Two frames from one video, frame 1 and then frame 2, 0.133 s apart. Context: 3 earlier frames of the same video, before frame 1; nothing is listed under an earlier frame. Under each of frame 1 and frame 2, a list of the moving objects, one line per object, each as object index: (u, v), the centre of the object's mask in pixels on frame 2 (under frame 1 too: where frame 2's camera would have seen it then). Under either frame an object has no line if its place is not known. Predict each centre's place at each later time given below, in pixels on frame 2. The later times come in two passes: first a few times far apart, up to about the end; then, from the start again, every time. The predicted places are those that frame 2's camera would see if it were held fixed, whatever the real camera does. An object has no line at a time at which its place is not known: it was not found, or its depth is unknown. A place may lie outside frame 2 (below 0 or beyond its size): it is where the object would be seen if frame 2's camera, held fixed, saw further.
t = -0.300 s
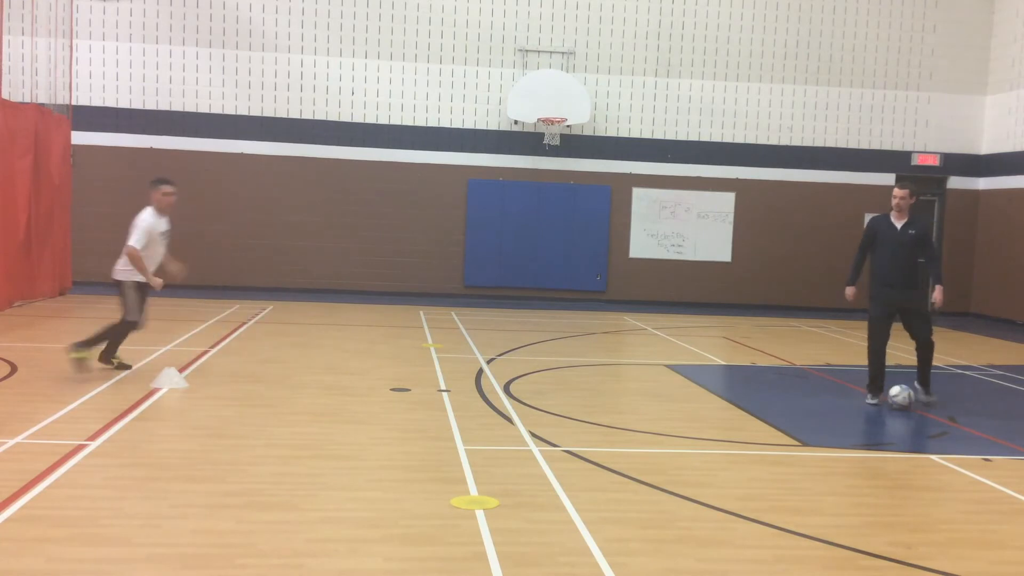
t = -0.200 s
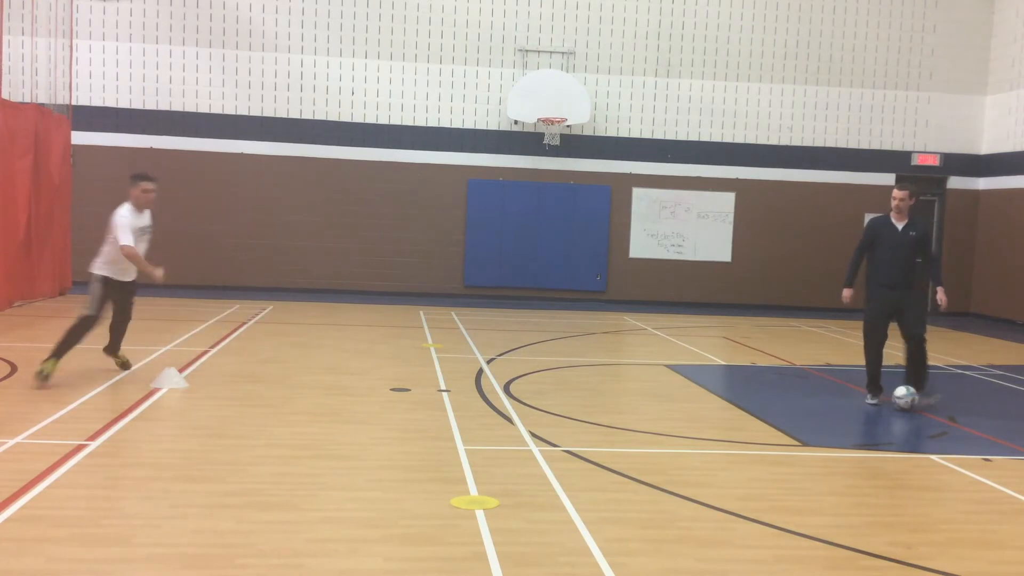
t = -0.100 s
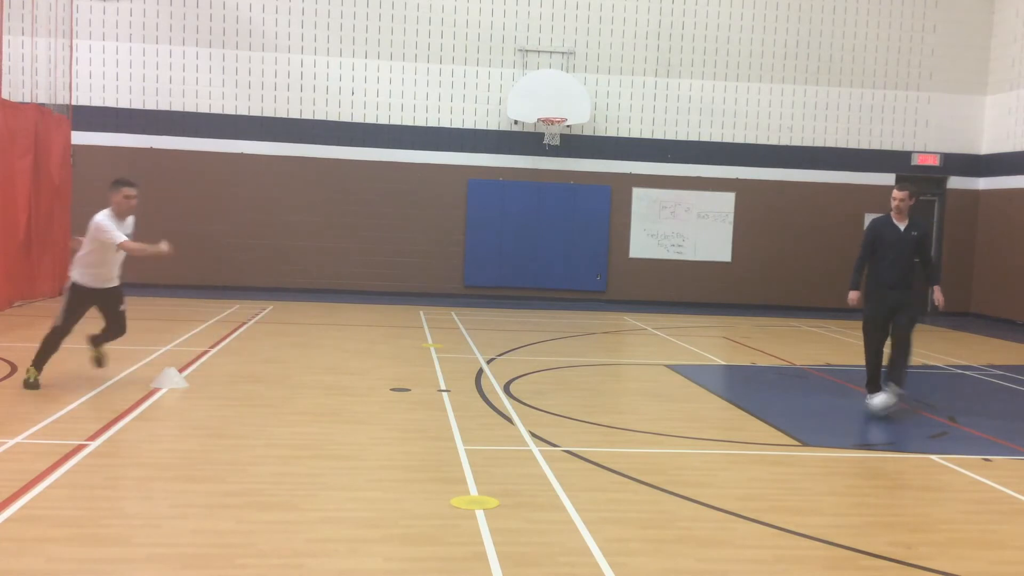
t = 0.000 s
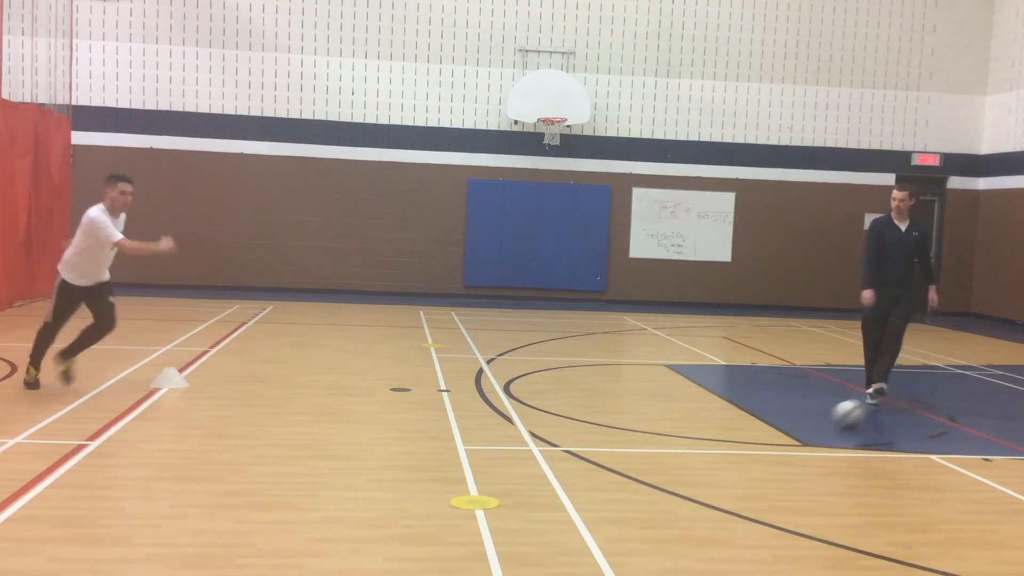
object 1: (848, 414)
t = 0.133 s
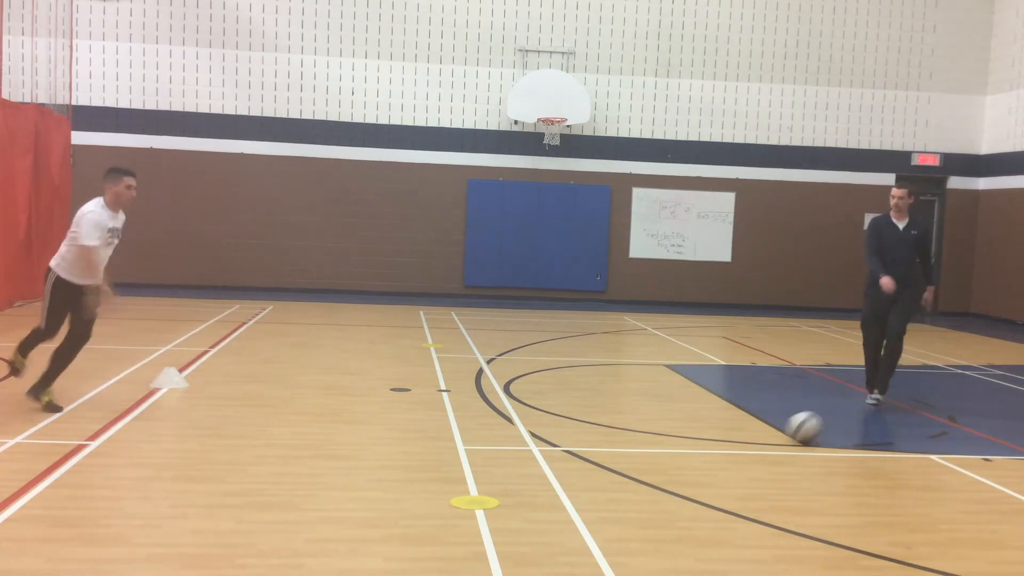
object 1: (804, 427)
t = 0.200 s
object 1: (783, 432)
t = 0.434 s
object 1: (701, 457)
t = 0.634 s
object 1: (621, 480)
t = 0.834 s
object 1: (519, 508)
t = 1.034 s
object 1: (392, 549)
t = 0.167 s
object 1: (793, 430)
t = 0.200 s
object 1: (783, 432)
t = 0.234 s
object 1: (771, 436)
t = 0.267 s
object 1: (760, 440)
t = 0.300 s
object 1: (748, 444)
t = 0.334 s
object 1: (737, 446)
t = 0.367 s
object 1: (726, 450)
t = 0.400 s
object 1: (714, 453)
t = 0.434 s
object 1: (701, 457)
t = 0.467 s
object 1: (689, 460)
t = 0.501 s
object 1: (677, 465)
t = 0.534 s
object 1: (664, 469)
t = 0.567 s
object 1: (650, 472)
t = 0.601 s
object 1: (635, 478)
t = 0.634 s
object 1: (621, 480)
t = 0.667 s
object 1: (606, 486)
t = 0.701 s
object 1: (590, 490)
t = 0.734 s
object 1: (572, 494)
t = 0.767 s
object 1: (556, 500)
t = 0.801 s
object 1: (538, 506)
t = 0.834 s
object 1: (519, 508)
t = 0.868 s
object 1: (503, 513)
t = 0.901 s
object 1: (479, 522)
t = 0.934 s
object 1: (459, 530)
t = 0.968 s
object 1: (438, 534)
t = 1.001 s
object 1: (414, 541)
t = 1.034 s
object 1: (392, 549)
